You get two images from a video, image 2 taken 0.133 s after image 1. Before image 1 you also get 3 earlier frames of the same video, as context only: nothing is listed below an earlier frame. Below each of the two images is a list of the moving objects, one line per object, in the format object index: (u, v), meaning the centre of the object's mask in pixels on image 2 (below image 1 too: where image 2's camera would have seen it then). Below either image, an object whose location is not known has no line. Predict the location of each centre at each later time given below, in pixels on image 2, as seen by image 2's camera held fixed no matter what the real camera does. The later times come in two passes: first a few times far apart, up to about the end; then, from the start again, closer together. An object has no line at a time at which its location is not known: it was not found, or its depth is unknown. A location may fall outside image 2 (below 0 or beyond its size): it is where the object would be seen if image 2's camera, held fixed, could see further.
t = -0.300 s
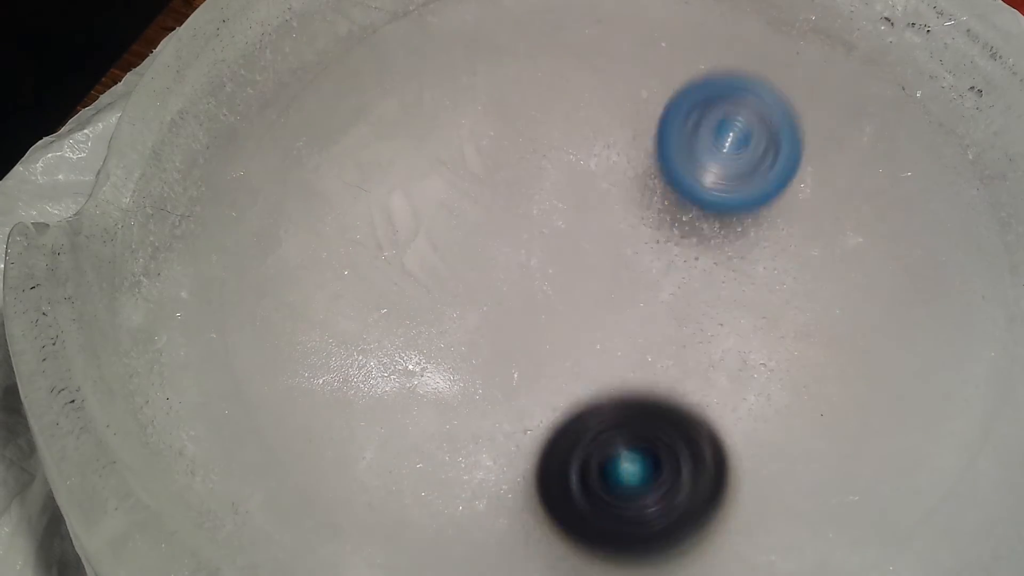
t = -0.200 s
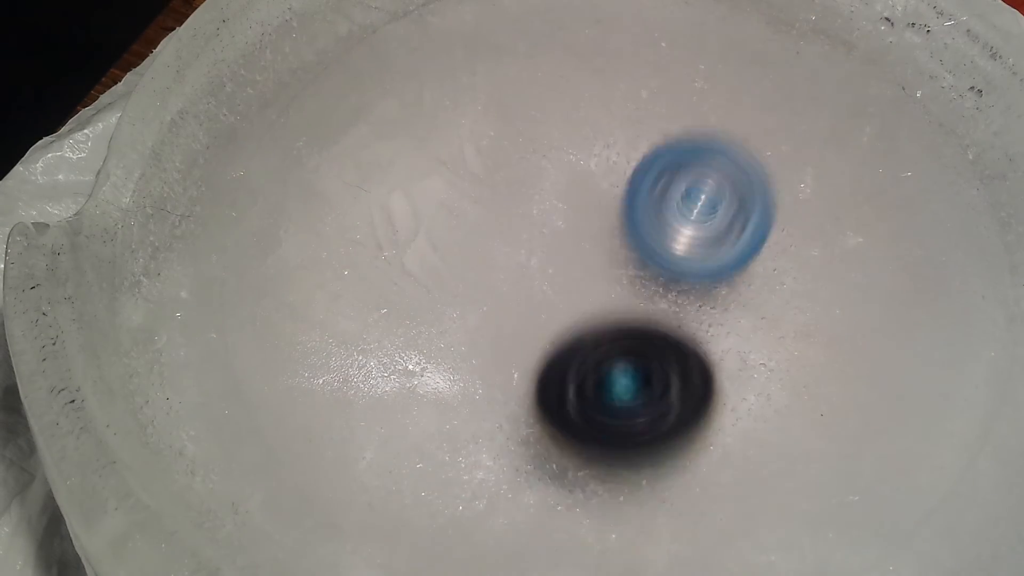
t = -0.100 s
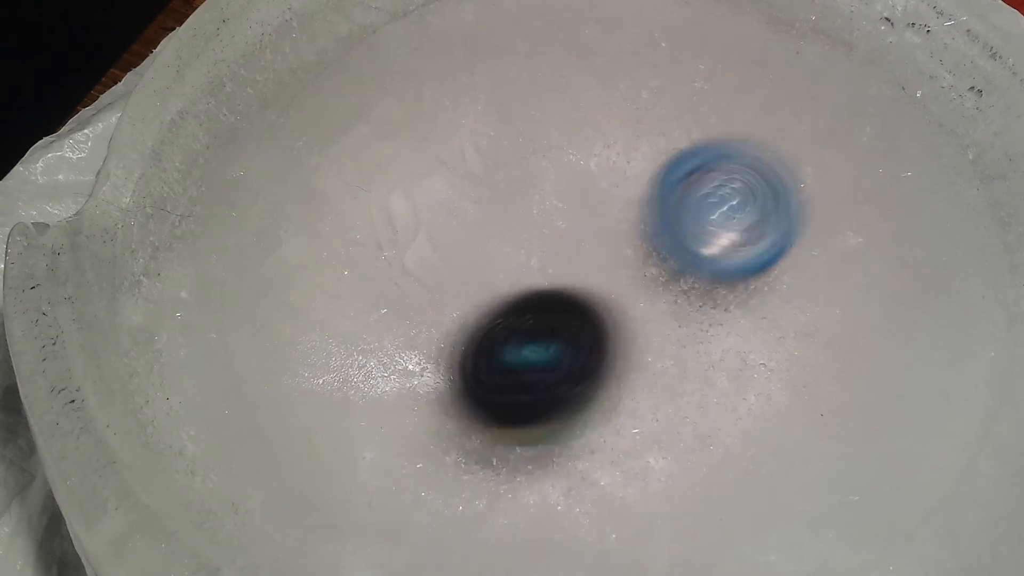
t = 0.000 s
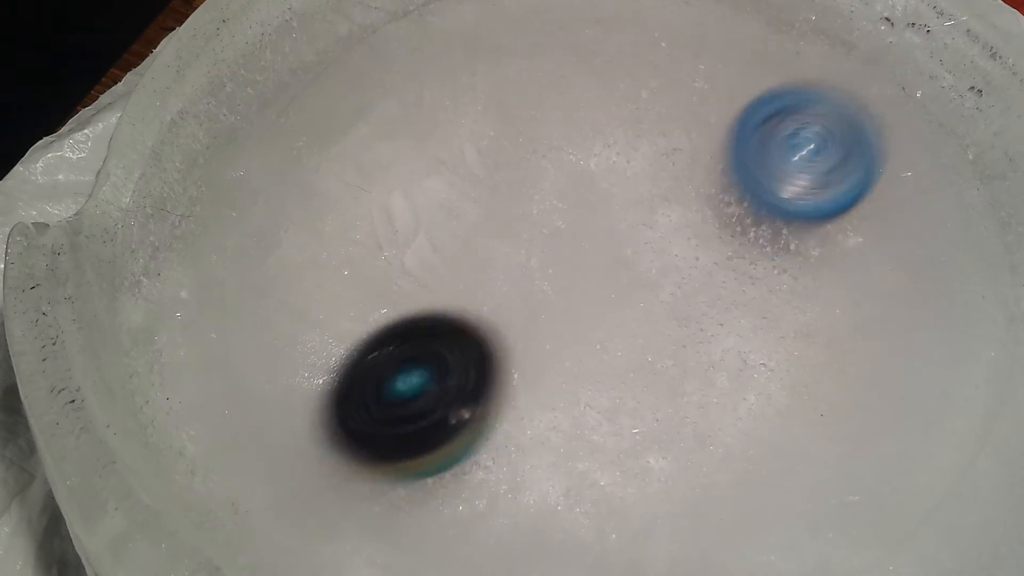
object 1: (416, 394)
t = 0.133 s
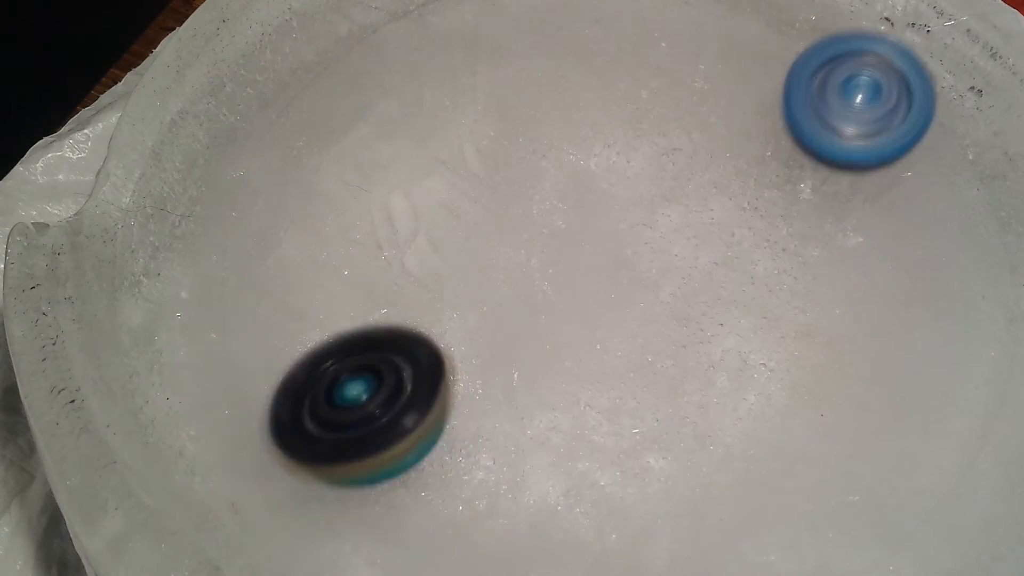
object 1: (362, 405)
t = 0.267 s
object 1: (410, 389)
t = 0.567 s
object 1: (545, 420)
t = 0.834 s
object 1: (391, 453)
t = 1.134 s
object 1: (642, 393)
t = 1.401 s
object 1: (704, 425)
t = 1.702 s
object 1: (587, 267)
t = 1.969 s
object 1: (756, 302)
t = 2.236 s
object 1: (880, 346)
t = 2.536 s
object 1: (699, 232)
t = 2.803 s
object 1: (624, 88)
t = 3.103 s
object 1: (265, 27)
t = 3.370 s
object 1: (321, 75)
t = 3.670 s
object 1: (441, 61)
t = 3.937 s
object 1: (748, 148)
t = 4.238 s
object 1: (745, 6)
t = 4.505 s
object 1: (578, 199)
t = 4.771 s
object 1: (831, 353)
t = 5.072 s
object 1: (779, 342)
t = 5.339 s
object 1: (812, 251)
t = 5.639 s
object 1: (717, 178)
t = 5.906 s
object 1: (656, 229)
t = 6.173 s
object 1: (736, 73)
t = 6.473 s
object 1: (671, 183)
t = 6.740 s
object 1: (734, 315)
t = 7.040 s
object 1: (761, 284)
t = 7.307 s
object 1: (757, 194)
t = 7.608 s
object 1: (667, 170)
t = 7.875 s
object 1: (663, 109)
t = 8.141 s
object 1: (660, 124)
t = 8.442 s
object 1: (661, 125)
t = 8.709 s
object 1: (684, 246)
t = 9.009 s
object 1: (785, 227)
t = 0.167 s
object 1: (367, 397)
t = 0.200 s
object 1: (377, 386)
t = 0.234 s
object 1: (391, 383)
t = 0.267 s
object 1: (410, 389)
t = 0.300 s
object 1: (437, 402)
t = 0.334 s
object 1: (466, 406)
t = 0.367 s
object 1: (497, 403)
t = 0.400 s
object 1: (529, 394)
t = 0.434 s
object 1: (561, 381)
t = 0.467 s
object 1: (591, 363)
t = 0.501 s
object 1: (615, 344)
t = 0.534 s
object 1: (596, 365)
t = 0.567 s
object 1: (545, 420)
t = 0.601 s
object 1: (496, 468)
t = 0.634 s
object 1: (449, 502)
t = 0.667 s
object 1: (414, 513)
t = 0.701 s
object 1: (392, 515)
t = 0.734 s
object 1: (378, 511)
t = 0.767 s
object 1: (372, 501)
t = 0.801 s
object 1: (378, 481)
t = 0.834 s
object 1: (391, 453)
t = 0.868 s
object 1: (408, 421)
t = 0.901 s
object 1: (430, 380)
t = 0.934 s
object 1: (453, 356)
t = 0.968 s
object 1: (478, 343)
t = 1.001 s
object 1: (507, 341)
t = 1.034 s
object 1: (543, 346)
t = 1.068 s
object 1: (585, 358)
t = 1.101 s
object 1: (615, 366)
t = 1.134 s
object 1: (642, 393)
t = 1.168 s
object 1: (670, 410)
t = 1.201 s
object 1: (693, 420)
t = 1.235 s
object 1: (712, 425)
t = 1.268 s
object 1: (724, 433)
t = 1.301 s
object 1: (728, 443)
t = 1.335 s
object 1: (726, 443)
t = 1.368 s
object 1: (718, 437)
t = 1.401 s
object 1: (704, 425)
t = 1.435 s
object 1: (687, 407)
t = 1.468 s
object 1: (666, 386)
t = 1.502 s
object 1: (644, 367)
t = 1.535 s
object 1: (623, 347)
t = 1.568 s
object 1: (603, 323)
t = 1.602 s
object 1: (587, 299)
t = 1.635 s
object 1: (579, 281)
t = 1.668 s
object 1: (578, 270)
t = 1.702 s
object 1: (587, 267)
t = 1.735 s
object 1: (605, 271)
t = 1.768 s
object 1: (632, 280)
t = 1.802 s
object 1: (662, 289)
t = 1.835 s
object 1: (691, 294)
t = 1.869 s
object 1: (714, 298)
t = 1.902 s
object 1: (735, 300)
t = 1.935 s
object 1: (748, 302)
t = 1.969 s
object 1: (756, 302)
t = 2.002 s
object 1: (758, 304)
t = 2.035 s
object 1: (753, 302)
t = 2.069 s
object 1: (744, 299)
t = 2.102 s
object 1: (759, 307)
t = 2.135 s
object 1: (801, 322)
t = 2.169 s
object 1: (837, 333)
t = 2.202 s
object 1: (865, 341)
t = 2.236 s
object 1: (880, 346)
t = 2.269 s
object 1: (886, 347)
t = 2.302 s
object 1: (882, 344)
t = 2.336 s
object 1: (870, 337)
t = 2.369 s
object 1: (849, 325)
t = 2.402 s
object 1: (825, 310)
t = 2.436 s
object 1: (795, 294)
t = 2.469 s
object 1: (763, 275)
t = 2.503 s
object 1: (731, 254)
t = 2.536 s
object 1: (699, 232)
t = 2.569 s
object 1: (670, 209)
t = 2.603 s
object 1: (648, 186)
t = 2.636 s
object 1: (633, 167)
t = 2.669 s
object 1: (624, 149)
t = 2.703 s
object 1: (620, 131)
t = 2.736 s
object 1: (621, 112)
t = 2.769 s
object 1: (621, 97)
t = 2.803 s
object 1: (624, 88)
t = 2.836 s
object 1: (633, 88)
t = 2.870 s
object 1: (642, 90)
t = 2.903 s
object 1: (616, 78)
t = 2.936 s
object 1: (523, 56)
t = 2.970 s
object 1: (454, 42)
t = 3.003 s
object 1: (387, 35)
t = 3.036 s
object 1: (339, 30)
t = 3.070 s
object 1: (295, 27)
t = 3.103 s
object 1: (265, 27)
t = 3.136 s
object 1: (243, 30)
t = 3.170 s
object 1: (237, 37)
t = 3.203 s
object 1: (242, 49)
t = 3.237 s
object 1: (262, 69)
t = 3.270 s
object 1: (277, 79)
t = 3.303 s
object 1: (291, 82)
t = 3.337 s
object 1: (307, 80)
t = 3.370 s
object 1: (321, 75)
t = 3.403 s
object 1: (333, 71)
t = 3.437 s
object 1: (345, 68)
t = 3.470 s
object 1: (355, 65)
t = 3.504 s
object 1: (367, 62)
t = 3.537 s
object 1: (379, 60)
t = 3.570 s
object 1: (391, 58)
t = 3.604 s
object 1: (405, 59)
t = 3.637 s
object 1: (421, 60)
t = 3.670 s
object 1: (441, 61)
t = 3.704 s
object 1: (466, 62)
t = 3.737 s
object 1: (498, 67)
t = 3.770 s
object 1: (538, 76)
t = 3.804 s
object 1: (585, 87)
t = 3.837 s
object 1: (637, 97)
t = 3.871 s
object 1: (682, 111)
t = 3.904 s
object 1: (717, 127)
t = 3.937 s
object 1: (748, 148)
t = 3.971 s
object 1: (774, 170)
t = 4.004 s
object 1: (792, 146)
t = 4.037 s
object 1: (805, 85)
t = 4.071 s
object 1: (812, 45)
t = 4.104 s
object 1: (807, 20)
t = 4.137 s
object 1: (794, 12)
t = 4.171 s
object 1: (782, 8)
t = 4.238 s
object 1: (745, 6)
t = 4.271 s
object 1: (721, 12)
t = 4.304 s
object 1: (691, 20)
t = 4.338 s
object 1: (661, 33)
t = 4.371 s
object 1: (631, 55)
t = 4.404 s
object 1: (602, 84)
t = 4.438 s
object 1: (577, 122)
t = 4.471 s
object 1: (574, 155)
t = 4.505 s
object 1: (578, 199)
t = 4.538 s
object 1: (602, 258)
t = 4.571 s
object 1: (649, 281)
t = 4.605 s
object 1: (703, 301)
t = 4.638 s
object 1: (742, 314)
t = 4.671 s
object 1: (779, 326)
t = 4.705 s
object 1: (806, 337)
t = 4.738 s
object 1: (822, 346)
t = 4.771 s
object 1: (831, 353)
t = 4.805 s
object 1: (836, 357)
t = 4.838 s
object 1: (838, 363)
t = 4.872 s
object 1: (833, 367)
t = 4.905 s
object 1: (823, 368)
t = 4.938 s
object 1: (810, 367)
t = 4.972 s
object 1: (793, 361)
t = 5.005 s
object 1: (772, 354)
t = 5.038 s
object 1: (765, 347)
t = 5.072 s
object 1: (779, 342)
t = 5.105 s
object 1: (785, 334)
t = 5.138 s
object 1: (784, 324)
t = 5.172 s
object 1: (777, 313)
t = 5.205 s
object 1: (764, 304)
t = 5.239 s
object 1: (746, 295)
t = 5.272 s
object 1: (750, 283)
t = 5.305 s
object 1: (783, 269)
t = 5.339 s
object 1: (812, 251)
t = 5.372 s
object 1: (832, 235)
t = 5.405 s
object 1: (841, 221)
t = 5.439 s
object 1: (842, 208)
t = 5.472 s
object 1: (833, 200)
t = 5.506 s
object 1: (817, 193)
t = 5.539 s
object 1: (796, 186)
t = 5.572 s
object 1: (771, 181)
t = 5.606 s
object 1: (746, 178)
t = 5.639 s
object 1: (717, 178)
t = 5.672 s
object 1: (687, 178)
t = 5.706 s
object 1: (661, 180)
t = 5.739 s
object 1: (636, 186)
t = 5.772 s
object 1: (621, 190)
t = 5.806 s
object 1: (618, 197)
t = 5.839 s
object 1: (622, 207)
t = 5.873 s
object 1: (635, 220)
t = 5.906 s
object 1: (656, 229)
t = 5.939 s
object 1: (688, 195)
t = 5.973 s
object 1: (710, 163)
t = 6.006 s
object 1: (721, 143)
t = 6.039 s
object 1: (734, 117)
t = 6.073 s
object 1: (741, 98)
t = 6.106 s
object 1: (744, 84)
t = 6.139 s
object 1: (741, 76)
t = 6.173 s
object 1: (736, 73)
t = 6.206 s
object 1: (727, 73)
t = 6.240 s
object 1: (716, 79)
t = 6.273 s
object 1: (704, 88)
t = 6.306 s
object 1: (699, 94)
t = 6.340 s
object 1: (697, 103)
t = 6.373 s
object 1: (694, 119)
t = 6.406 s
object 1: (687, 136)
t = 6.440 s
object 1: (680, 159)
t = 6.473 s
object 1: (671, 183)
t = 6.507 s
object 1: (660, 208)
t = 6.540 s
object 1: (651, 229)
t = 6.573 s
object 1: (643, 258)
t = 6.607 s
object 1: (646, 278)
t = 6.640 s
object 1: (664, 295)
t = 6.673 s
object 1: (691, 302)
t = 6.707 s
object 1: (715, 311)
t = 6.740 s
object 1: (734, 315)
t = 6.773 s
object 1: (744, 321)
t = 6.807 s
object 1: (751, 321)
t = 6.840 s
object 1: (752, 323)
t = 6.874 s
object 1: (751, 323)
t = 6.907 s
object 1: (745, 322)
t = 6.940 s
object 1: (734, 318)
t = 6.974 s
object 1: (722, 311)
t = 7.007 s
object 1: (738, 295)
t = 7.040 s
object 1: (761, 284)
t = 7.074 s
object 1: (779, 266)
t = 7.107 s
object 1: (793, 251)
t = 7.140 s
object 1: (801, 234)
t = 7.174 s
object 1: (801, 222)
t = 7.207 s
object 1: (798, 210)
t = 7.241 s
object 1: (789, 202)
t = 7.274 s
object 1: (776, 197)
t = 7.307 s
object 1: (757, 194)
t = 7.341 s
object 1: (735, 196)
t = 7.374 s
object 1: (709, 199)
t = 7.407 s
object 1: (682, 207)
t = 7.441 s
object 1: (656, 213)
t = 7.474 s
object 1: (650, 202)
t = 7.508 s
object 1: (657, 189)
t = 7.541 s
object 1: (661, 178)
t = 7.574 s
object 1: (665, 171)
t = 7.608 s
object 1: (667, 170)
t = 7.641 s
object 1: (664, 172)
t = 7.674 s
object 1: (660, 176)
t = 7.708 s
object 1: (653, 180)
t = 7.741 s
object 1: (647, 183)
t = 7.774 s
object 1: (649, 171)
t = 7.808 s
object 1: (655, 146)
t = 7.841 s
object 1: (658, 124)
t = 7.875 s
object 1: (663, 109)
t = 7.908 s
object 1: (665, 100)
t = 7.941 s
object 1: (667, 98)
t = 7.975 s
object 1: (667, 99)
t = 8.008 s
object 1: (668, 106)
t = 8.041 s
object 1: (662, 111)
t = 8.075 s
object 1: (655, 113)
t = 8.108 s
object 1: (655, 117)
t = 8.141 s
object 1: (660, 124)
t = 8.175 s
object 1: (664, 131)
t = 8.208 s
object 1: (660, 141)
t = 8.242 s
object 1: (657, 132)
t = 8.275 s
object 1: (656, 117)
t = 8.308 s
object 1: (658, 110)
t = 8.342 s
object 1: (655, 107)
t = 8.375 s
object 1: (652, 108)
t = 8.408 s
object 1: (655, 115)
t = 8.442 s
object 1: (661, 125)
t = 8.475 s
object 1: (661, 134)
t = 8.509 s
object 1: (655, 150)
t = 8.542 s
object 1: (643, 167)
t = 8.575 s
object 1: (636, 179)
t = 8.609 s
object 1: (639, 195)
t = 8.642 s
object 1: (650, 214)
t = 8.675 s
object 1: (669, 232)
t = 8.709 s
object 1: (684, 246)
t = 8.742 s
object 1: (699, 258)
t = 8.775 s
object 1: (709, 267)
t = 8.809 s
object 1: (717, 272)
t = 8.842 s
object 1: (736, 268)
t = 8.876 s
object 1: (757, 257)
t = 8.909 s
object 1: (773, 247)
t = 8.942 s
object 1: (783, 241)
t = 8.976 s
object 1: (786, 234)
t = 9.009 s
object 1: (785, 227)
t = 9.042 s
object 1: (780, 222)
